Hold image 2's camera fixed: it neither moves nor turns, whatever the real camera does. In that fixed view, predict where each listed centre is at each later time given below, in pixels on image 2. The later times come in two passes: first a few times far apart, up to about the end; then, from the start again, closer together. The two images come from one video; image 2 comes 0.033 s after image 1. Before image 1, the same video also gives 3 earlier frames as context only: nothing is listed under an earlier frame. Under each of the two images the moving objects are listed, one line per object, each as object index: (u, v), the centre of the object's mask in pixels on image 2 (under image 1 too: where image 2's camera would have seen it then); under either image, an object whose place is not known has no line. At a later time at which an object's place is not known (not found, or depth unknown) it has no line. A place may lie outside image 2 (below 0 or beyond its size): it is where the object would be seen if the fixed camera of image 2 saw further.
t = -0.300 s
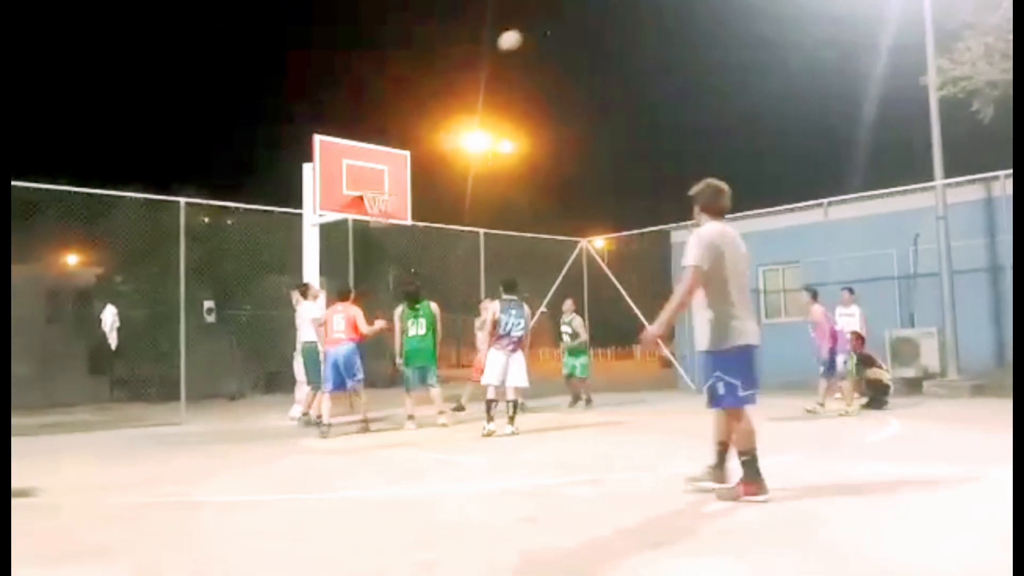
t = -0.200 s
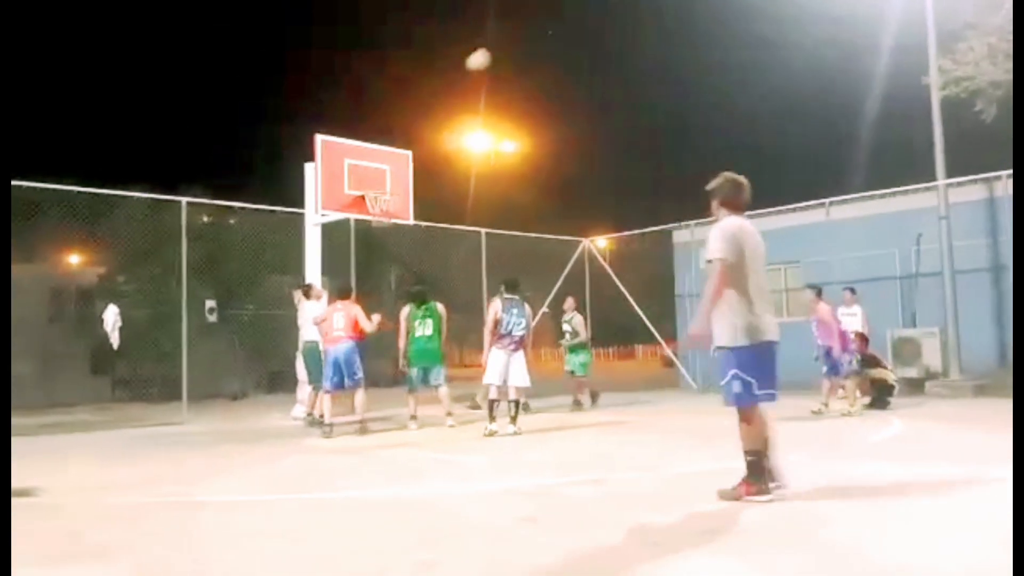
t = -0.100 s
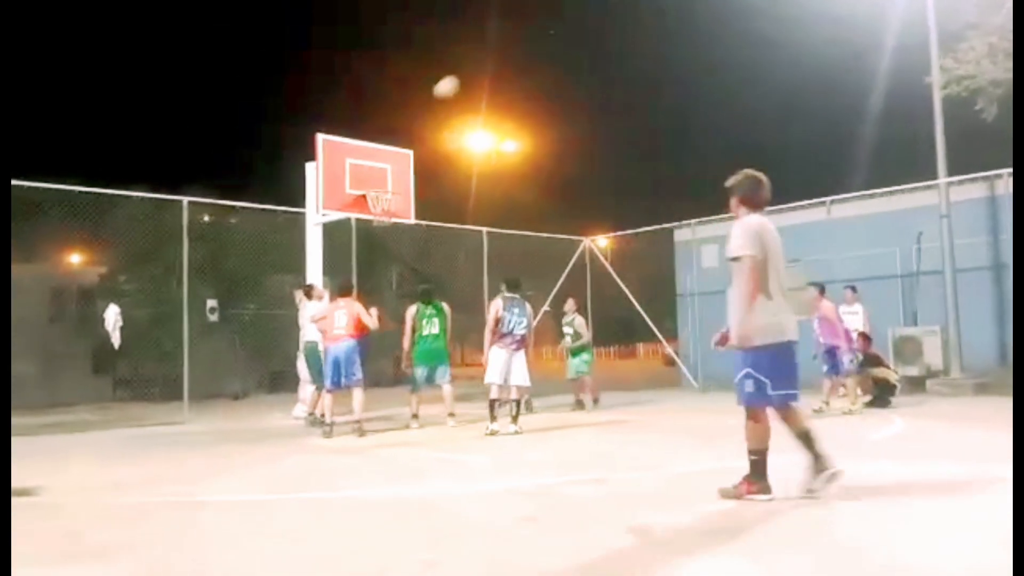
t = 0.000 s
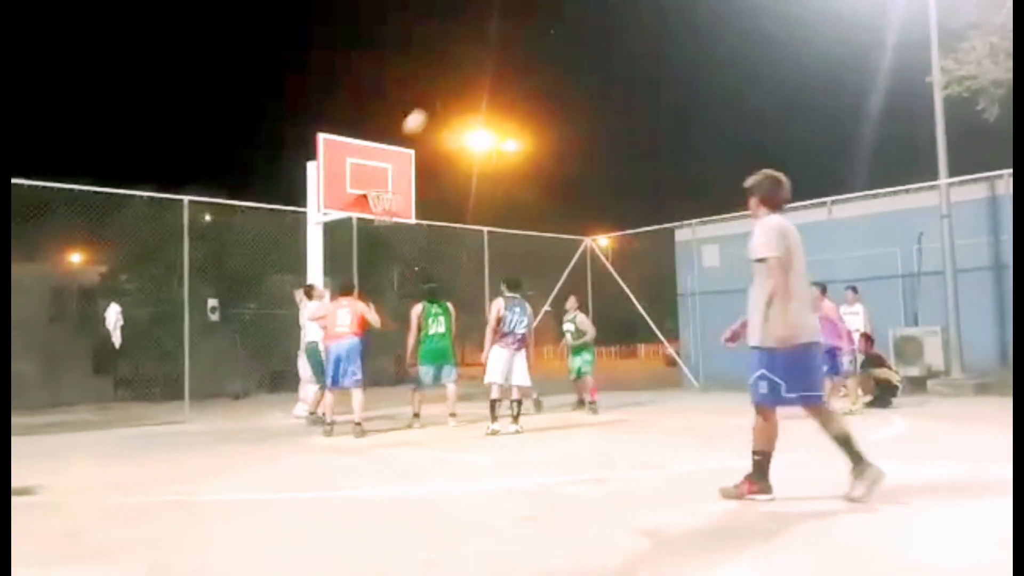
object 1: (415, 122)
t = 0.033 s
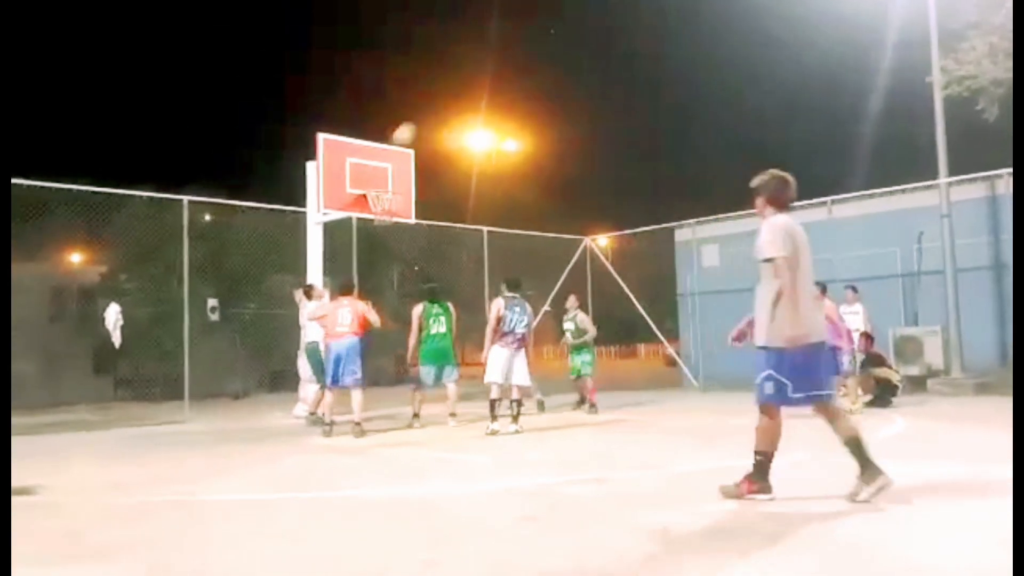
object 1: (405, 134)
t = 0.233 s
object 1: (343, 158)
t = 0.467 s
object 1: (277, 140)
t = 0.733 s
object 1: (197, 172)
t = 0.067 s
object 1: (396, 142)
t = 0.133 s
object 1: (369, 176)
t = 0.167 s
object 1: (363, 172)
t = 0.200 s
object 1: (352, 166)
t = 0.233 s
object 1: (343, 158)
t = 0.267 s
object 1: (333, 154)
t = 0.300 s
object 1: (318, 150)
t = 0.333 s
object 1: (312, 146)
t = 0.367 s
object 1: (306, 144)
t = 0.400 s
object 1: (297, 141)
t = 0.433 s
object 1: (287, 140)
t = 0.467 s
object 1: (277, 140)
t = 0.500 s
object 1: (267, 140)
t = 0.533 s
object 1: (258, 142)
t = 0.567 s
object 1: (248, 144)
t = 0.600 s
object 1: (238, 148)
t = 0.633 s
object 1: (228, 152)
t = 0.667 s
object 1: (218, 158)
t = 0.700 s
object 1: (208, 164)
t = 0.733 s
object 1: (197, 172)
